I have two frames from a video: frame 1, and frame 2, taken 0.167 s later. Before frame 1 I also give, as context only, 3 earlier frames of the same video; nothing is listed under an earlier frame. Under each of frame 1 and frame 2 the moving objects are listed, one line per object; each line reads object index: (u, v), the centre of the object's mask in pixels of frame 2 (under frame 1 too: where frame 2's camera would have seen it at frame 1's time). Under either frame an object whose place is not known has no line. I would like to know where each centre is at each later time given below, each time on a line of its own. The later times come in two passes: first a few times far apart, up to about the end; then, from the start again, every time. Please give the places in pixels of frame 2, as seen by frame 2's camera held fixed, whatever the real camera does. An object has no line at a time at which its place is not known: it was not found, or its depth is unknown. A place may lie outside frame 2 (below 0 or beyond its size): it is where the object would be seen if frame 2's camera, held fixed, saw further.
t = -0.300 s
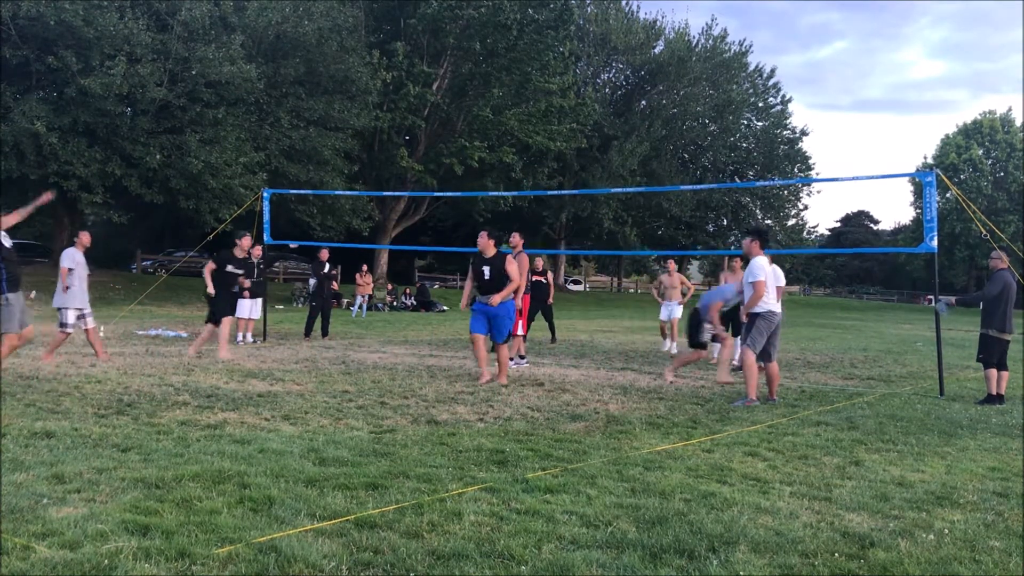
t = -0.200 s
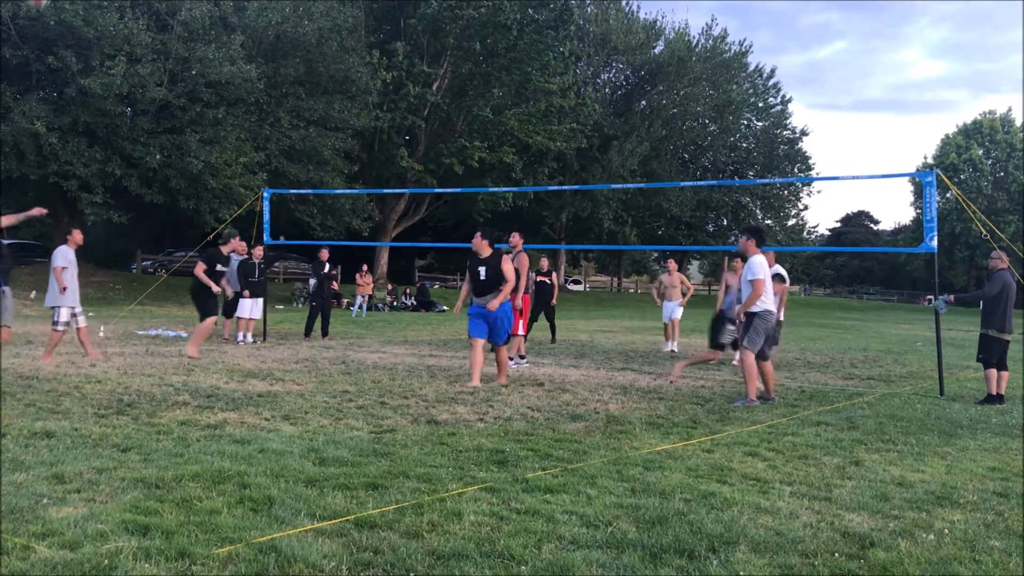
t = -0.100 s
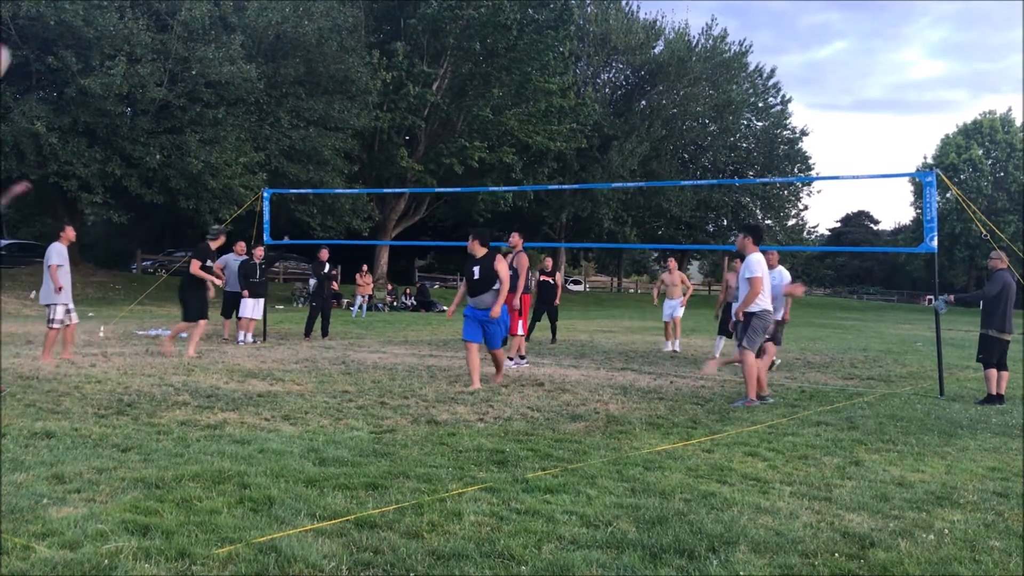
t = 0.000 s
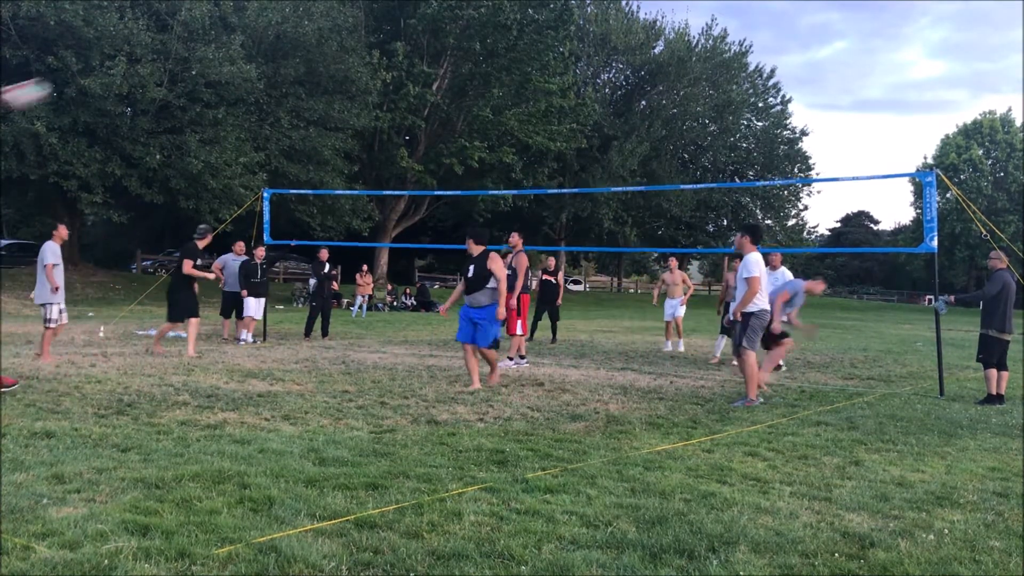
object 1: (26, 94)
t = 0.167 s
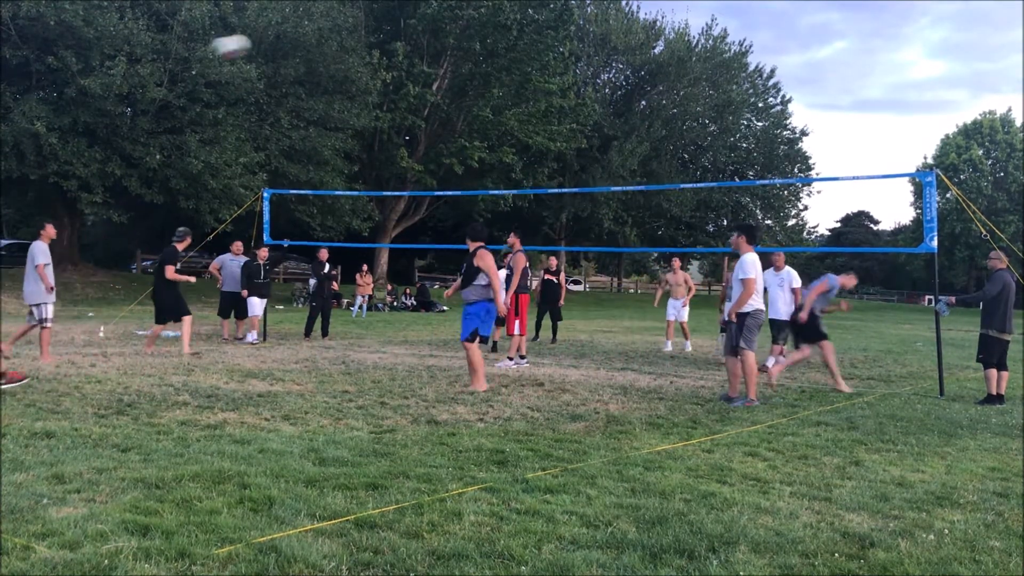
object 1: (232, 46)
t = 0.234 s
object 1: (295, 38)
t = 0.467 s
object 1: (470, 41)
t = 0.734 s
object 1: (606, 88)
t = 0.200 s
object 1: (264, 41)
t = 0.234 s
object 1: (295, 38)
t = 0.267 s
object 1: (324, 35)
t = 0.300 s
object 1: (351, 34)
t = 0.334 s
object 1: (378, 35)
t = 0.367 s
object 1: (402, 34)
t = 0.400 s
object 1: (426, 36)
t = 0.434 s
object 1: (448, 39)
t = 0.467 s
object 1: (470, 41)
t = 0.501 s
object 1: (489, 45)
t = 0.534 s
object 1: (508, 49)
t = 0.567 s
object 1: (526, 55)
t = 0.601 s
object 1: (543, 60)
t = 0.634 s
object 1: (561, 67)
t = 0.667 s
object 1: (577, 73)
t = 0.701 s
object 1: (590, 80)
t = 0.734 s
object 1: (606, 88)
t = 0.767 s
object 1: (620, 95)
